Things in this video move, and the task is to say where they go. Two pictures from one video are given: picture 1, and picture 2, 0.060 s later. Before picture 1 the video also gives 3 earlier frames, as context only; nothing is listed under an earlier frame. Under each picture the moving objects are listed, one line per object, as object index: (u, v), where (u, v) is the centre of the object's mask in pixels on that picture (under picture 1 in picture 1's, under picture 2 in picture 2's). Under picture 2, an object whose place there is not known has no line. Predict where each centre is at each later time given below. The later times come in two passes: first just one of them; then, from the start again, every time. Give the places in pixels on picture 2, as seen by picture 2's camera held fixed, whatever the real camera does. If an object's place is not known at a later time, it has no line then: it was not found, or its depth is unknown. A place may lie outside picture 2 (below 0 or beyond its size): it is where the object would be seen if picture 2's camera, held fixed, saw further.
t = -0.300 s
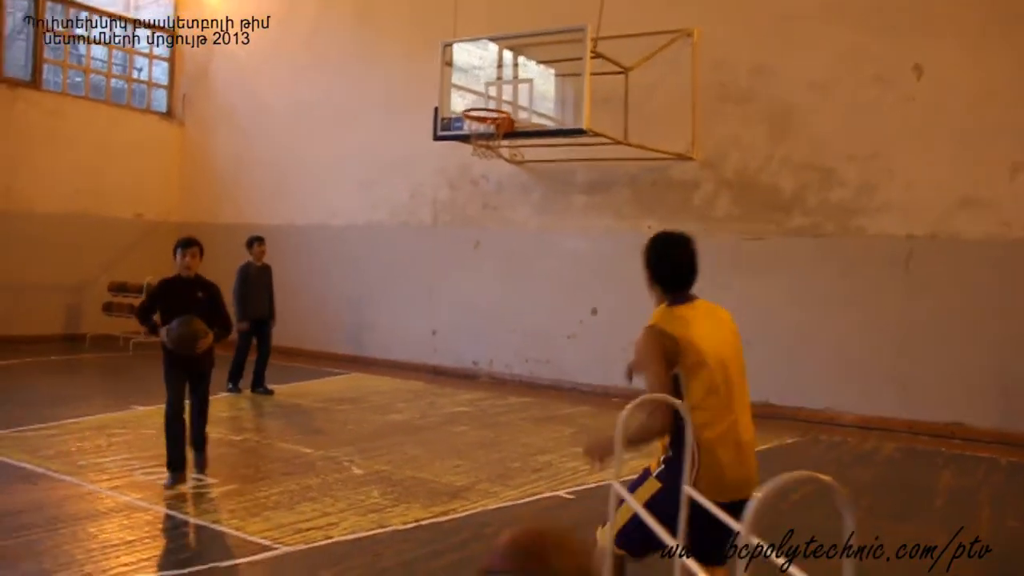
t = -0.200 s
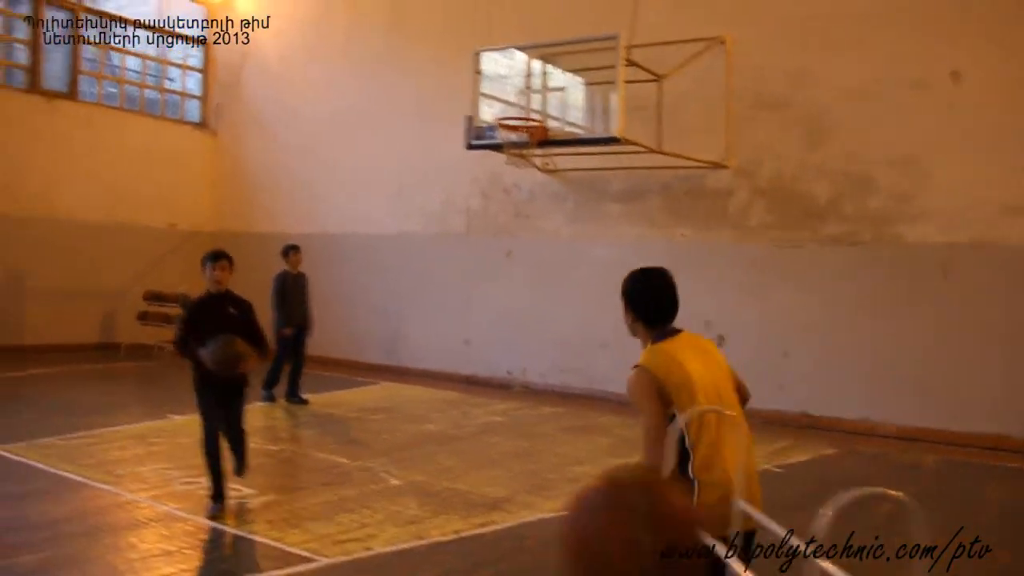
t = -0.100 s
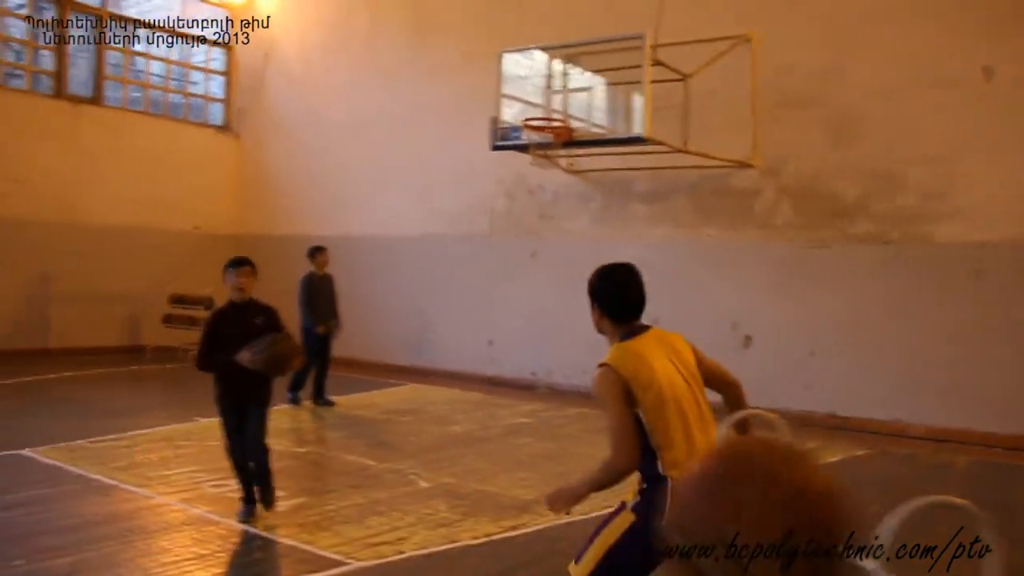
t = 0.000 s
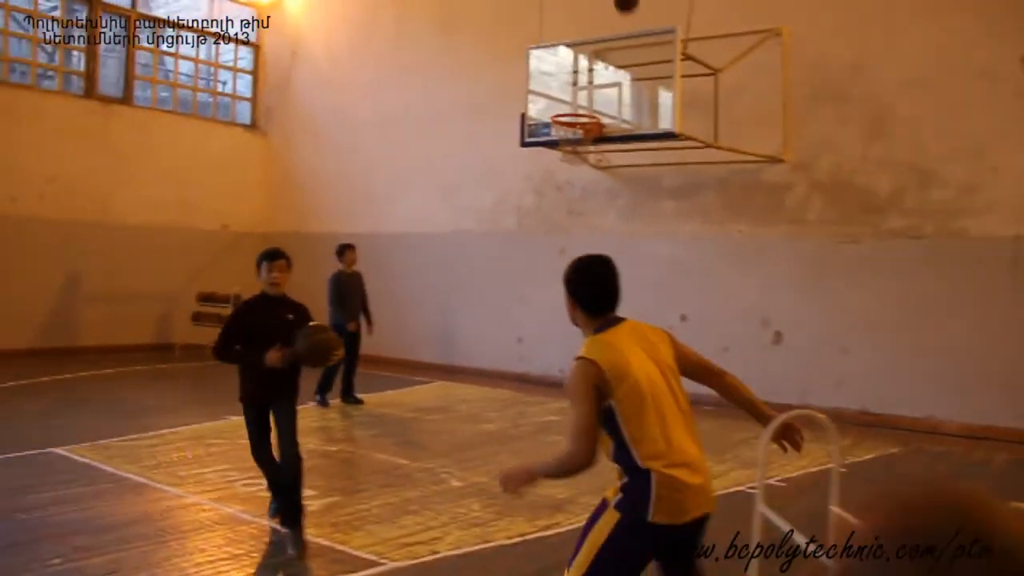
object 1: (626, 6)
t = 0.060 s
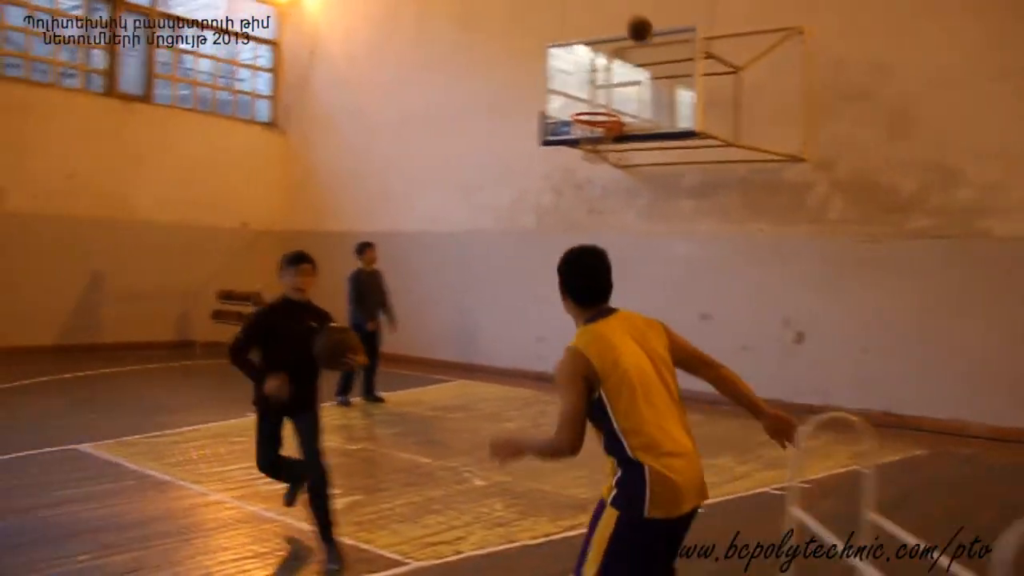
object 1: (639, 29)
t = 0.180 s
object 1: (630, 99)
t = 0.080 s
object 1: (637, 40)
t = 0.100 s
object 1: (636, 52)
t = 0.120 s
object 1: (634, 62)
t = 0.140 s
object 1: (633, 75)
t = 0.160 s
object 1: (630, 87)
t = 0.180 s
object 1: (630, 99)
